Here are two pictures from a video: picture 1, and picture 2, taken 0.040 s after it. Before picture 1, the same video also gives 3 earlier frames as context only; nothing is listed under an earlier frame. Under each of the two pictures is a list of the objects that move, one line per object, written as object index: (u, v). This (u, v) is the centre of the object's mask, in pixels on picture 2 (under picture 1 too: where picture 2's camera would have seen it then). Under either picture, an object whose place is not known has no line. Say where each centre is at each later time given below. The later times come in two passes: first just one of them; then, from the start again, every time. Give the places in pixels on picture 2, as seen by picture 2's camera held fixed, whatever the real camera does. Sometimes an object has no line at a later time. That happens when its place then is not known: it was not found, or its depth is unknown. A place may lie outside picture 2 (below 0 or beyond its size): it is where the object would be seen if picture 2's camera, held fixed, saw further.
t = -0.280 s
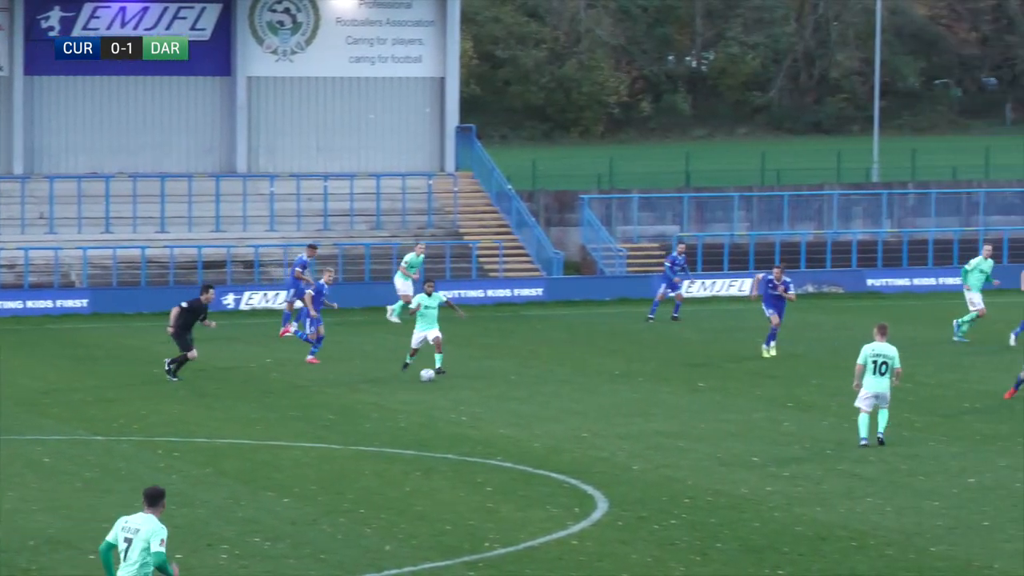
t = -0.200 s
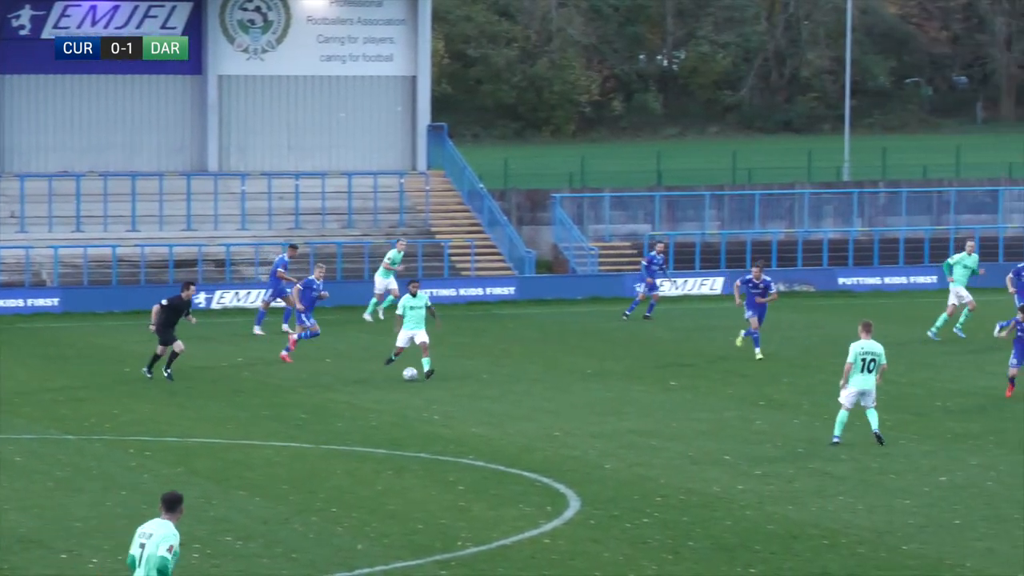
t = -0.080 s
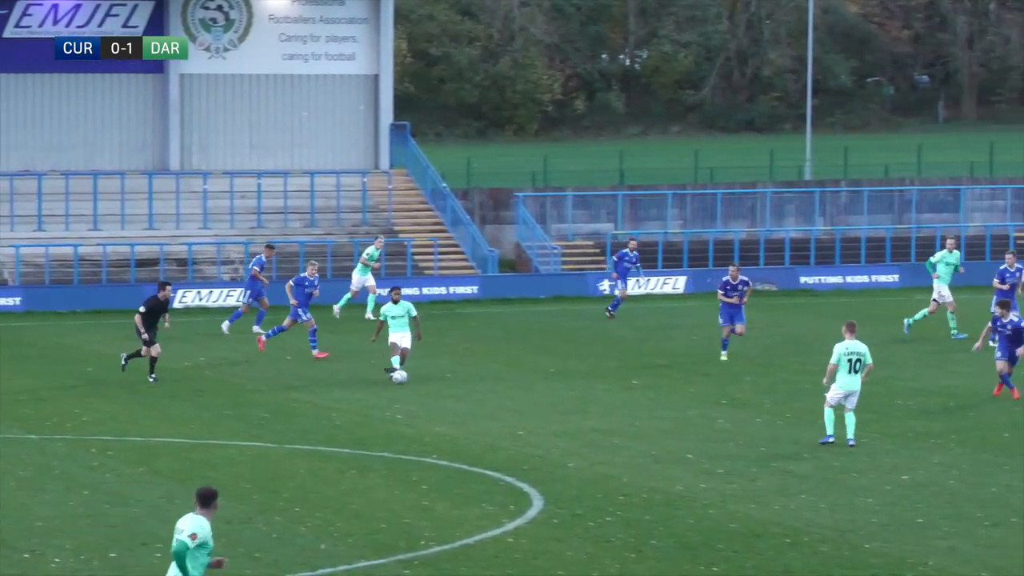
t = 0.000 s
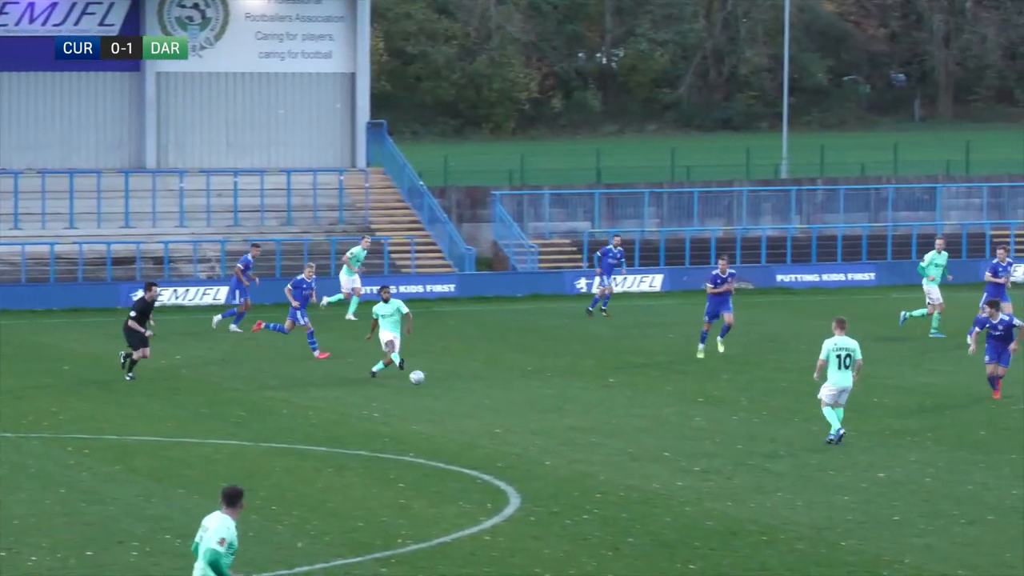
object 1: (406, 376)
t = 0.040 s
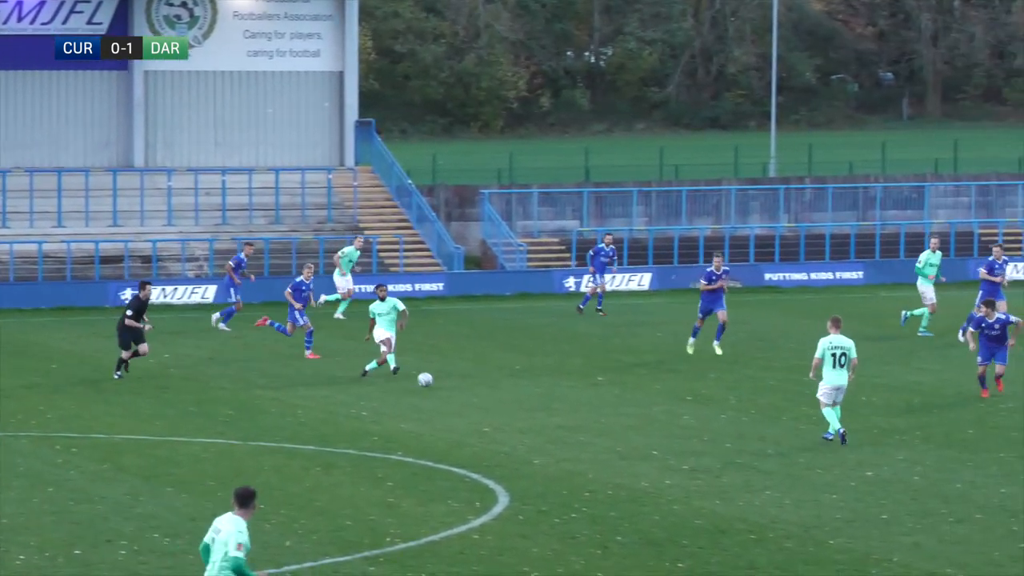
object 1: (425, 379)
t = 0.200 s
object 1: (497, 389)
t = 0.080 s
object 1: (444, 385)
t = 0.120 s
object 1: (462, 389)
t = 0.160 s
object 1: (479, 388)
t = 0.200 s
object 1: (497, 389)
